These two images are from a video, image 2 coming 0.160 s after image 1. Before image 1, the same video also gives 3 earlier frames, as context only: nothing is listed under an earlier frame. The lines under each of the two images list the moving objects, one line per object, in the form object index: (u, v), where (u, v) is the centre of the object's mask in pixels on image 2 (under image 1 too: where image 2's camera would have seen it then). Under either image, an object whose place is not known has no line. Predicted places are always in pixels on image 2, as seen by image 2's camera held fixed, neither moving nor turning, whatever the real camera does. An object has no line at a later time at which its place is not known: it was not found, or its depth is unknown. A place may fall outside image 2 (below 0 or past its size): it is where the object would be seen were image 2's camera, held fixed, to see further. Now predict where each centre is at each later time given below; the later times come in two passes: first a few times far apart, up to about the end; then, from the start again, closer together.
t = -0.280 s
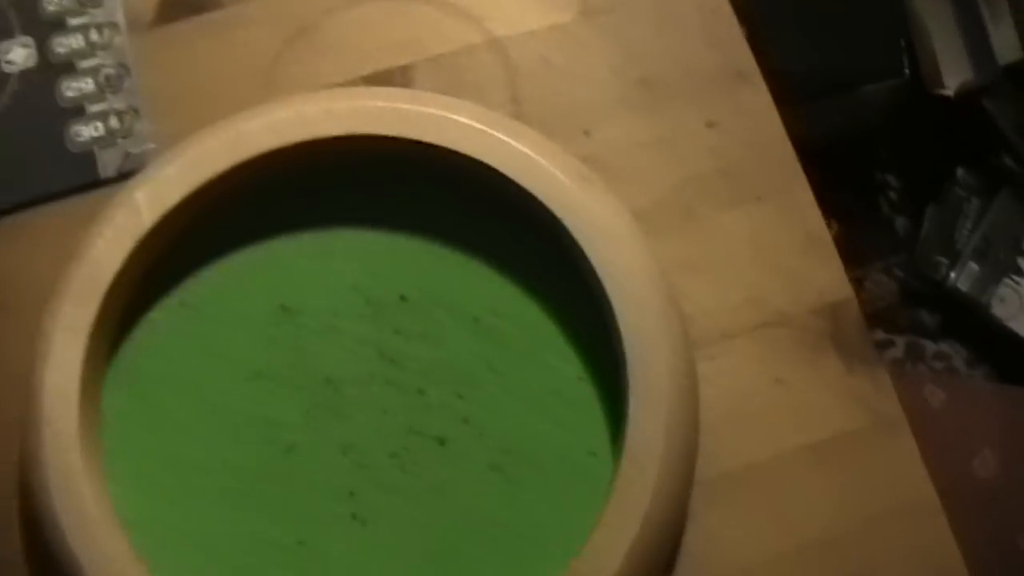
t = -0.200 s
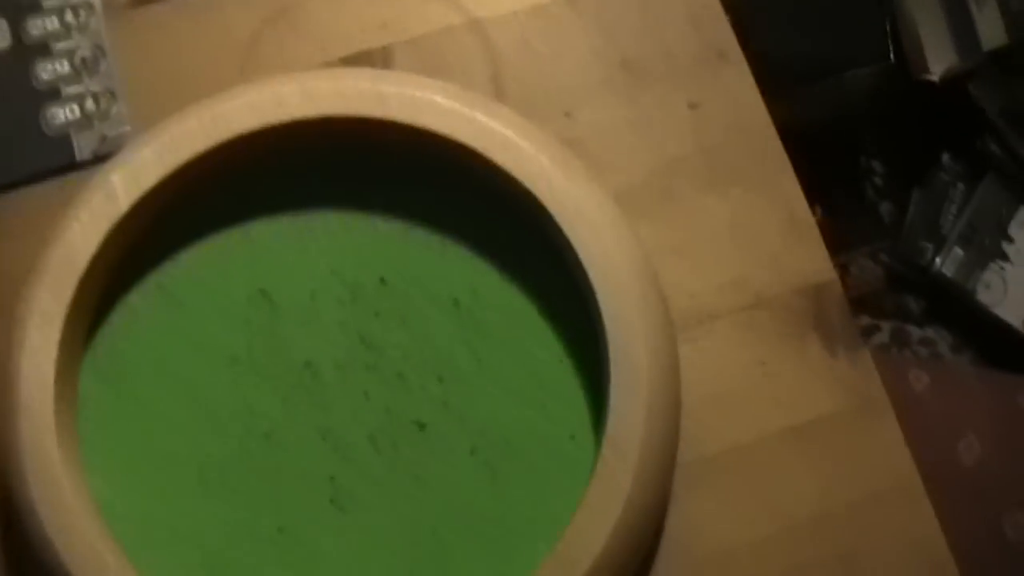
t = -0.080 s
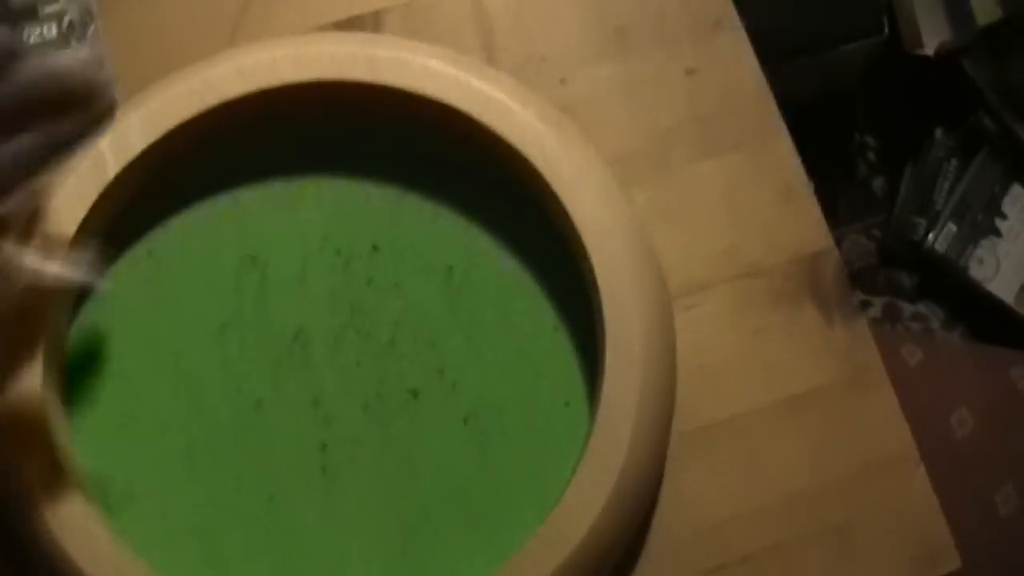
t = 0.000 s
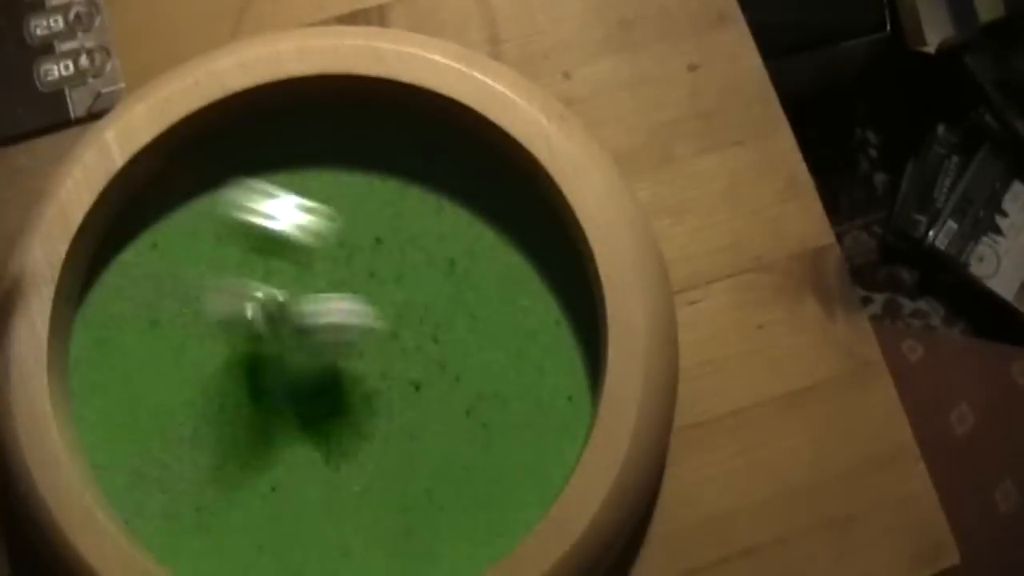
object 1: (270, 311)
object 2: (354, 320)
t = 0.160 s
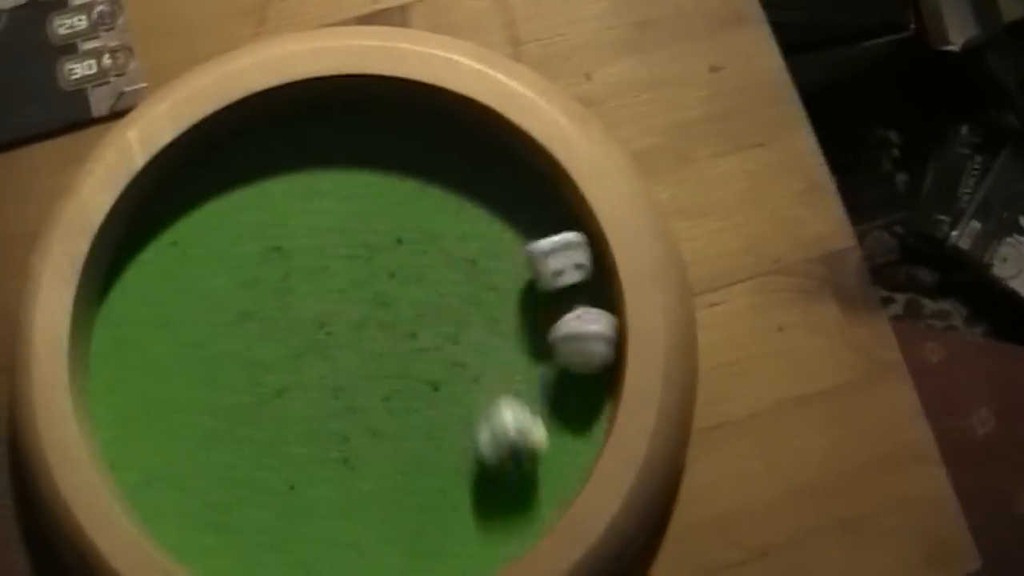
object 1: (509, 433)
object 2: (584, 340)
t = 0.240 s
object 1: (504, 519)
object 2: (572, 346)
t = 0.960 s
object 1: (443, 518)
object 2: (512, 358)
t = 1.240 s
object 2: (513, 359)
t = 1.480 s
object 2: (513, 359)
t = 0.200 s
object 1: (515, 480)
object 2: (581, 342)
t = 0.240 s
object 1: (504, 519)
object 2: (572, 346)
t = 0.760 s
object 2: (512, 358)
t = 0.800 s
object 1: (443, 518)
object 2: (512, 357)
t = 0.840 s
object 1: (442, 518)
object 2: (512, 358)
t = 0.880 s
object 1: (443, 518)
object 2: (512, 359)
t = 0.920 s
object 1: (443, 518)
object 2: (513, 358)
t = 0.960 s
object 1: (443, 518)
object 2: (512, 358)
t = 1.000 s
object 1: (442, 518)
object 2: (512, 358)
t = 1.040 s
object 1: (443, 518)
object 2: (513, 358)
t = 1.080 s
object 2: (512, 358)
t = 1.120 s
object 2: (512, 359)
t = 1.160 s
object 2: (513, 359)
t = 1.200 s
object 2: (512, 359)
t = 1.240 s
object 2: (513, 359)
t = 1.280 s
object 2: (513, 359)
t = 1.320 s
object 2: (513, 359)
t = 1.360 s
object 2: (513, 358)
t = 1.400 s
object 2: (513, 359)
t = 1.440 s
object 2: (513, 359)
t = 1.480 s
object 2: (513, 359)
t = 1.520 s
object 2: (512, 359)
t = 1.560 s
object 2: (512, 359)
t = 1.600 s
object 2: (512, 359)
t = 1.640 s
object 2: (512, 358)
